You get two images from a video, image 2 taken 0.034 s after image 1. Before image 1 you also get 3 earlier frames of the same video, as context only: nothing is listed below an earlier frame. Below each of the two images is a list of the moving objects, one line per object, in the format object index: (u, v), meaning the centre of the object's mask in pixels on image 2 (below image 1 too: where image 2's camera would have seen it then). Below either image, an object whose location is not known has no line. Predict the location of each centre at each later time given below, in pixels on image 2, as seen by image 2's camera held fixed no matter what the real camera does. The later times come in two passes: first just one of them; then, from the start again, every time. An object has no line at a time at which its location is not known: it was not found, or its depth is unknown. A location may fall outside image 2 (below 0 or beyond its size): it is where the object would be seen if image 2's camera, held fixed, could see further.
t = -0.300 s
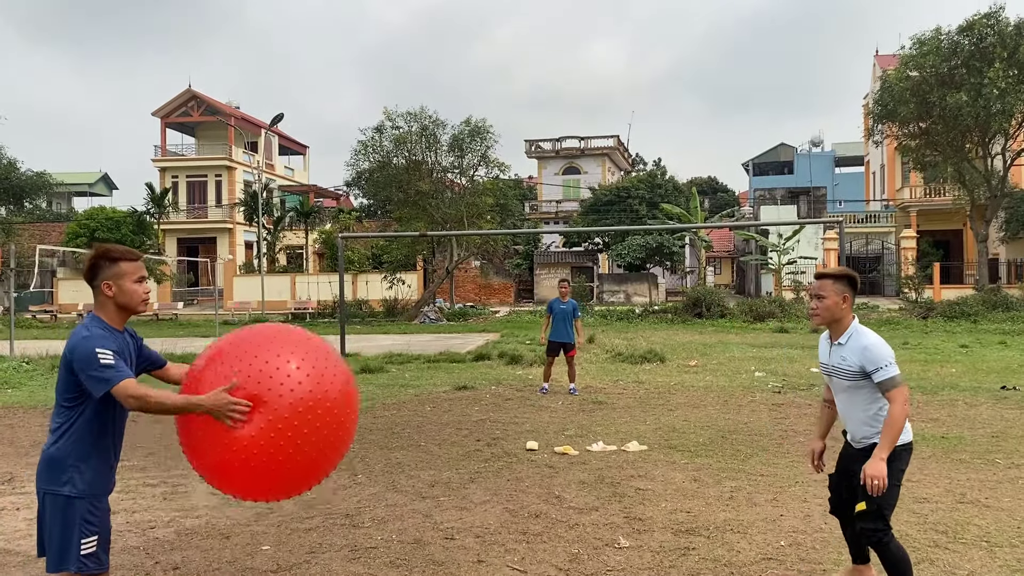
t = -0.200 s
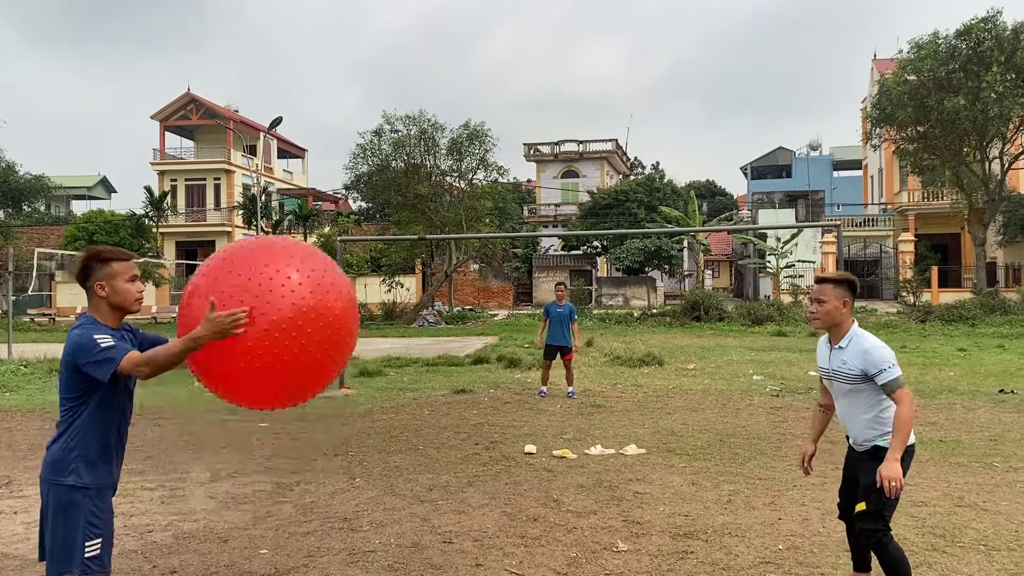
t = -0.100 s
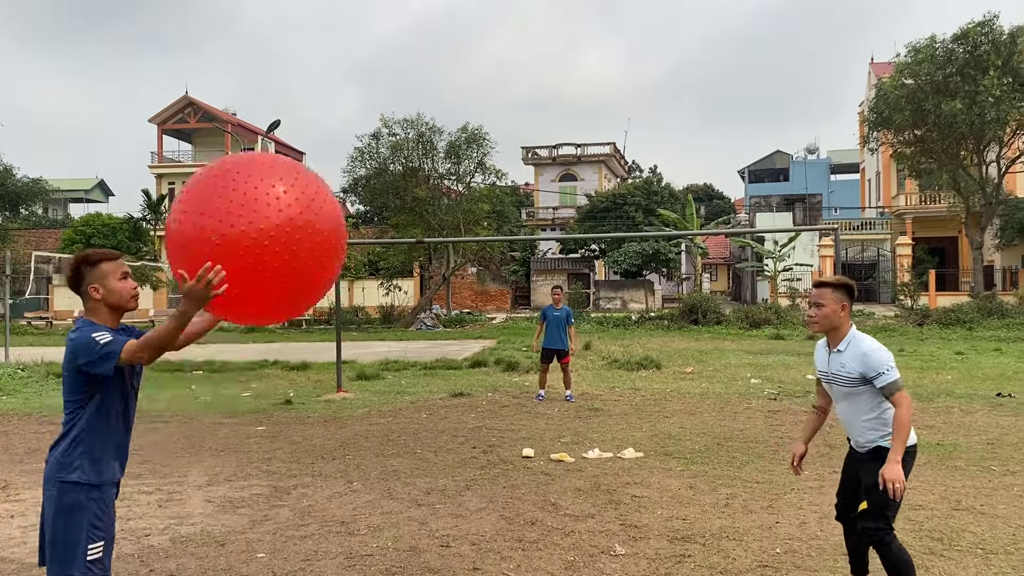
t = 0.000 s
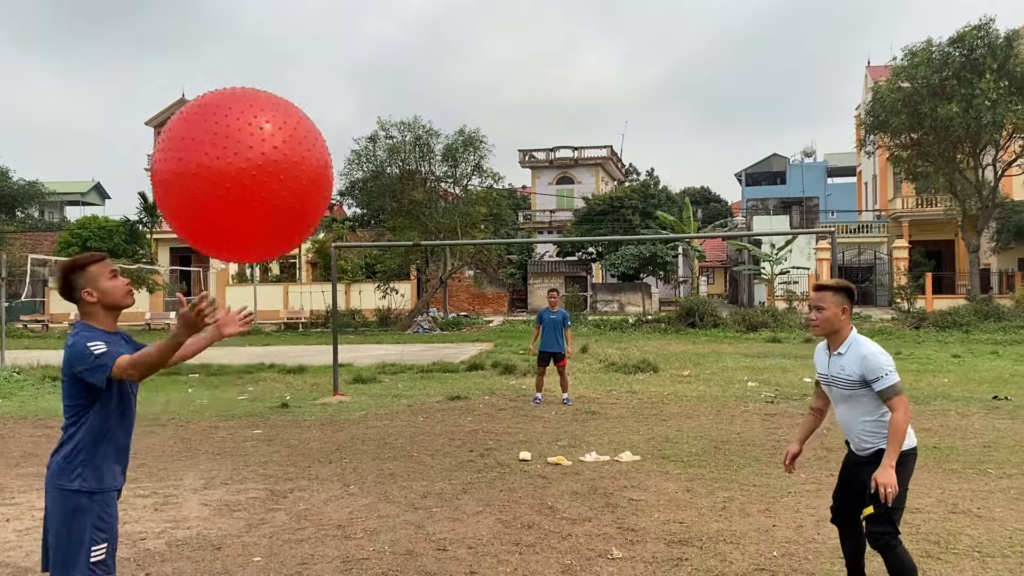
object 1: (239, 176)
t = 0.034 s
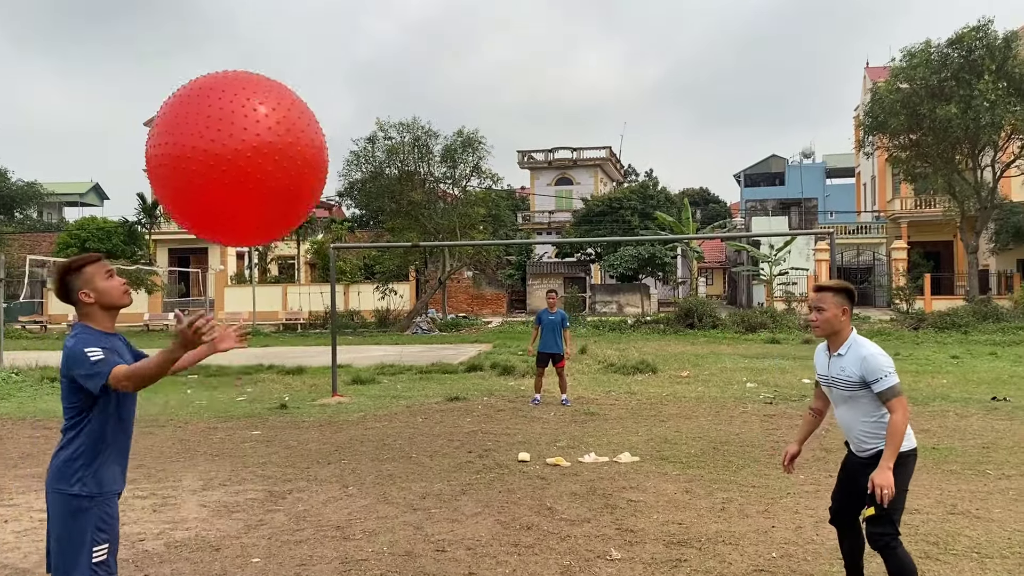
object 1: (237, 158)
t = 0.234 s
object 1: (216, 104)
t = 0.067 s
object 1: (234, 143)
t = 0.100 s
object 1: (230, 131)
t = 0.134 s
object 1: (226, 120)
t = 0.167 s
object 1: (223, 113)
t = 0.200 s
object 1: (219, 107)
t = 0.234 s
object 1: (216, 104)
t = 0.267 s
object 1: (213, 104)
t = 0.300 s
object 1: (210, 105)
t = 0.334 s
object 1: (206, 109)
